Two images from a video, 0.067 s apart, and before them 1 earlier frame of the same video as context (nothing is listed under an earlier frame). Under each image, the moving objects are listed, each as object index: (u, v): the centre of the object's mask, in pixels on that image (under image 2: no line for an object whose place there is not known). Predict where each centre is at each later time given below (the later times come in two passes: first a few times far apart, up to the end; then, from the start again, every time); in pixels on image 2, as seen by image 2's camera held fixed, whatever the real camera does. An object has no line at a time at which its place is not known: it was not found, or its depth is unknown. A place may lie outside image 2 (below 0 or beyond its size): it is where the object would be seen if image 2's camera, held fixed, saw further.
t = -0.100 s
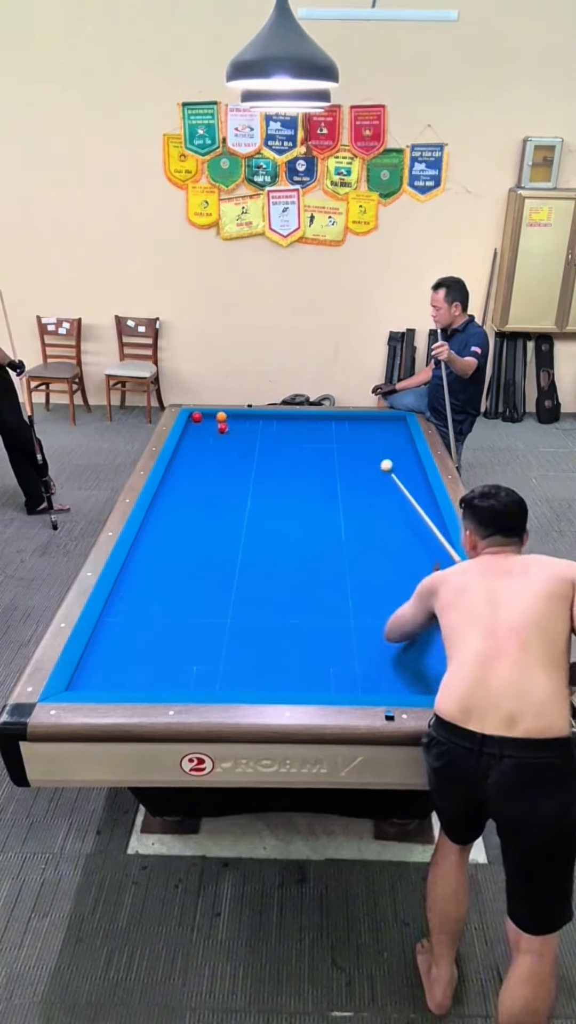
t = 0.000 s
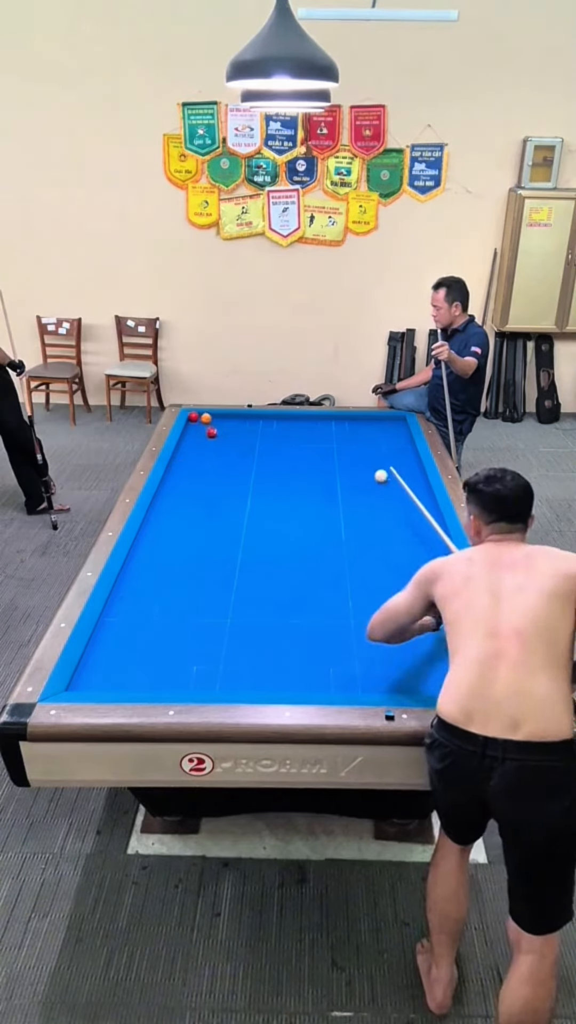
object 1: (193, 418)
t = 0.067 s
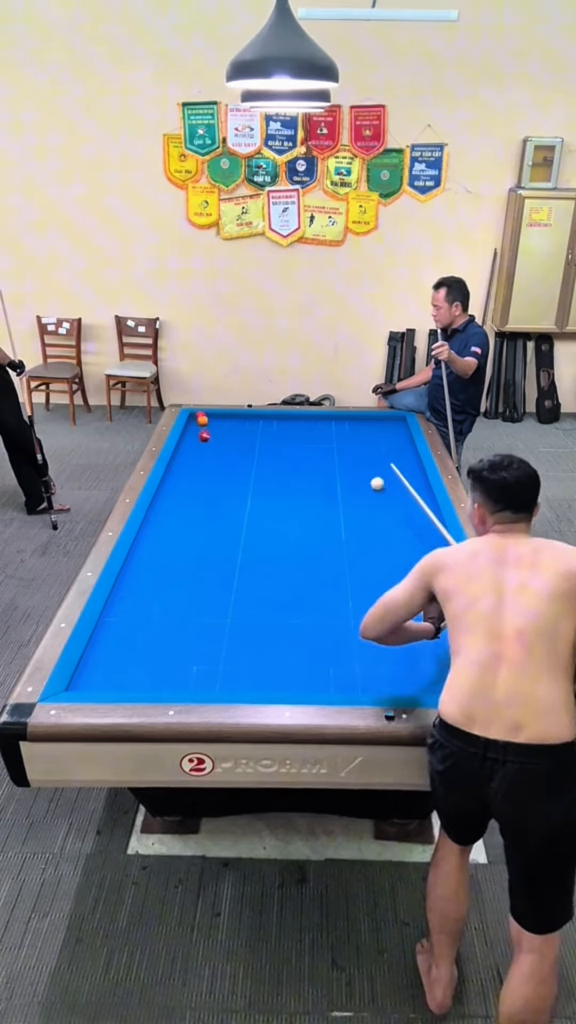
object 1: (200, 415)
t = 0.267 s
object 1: (217, 417)
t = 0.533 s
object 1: (236, 418)
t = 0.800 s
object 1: (255, 420)
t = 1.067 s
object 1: (274, 422)
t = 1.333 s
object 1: (293, 423)
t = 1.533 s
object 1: (306, 423)
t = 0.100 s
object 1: (205, 415)
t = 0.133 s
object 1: (207, 416)
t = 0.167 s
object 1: (209, 416)
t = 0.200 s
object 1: (212, 417)
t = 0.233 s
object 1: (214, 417)
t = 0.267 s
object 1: (217, 417)
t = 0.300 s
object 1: (219, 417)
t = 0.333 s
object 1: (222, 417)
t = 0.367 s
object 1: (224, 418)
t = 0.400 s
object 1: (227, 418)
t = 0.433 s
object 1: (229, 418)
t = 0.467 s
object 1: (232, 418)
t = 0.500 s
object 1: (234, 418)
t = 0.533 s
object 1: (236, 418)
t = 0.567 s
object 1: (239, 419)
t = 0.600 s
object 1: (241, 419)
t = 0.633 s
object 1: (244, 420)
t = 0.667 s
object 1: (246, 420)
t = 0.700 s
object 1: (249, 420)
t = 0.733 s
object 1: (251, 420)
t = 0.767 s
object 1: (254, 420)
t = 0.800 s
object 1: (255, 420)
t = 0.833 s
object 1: (258, 421)
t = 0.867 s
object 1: (260, 421)
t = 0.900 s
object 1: (263, 421)
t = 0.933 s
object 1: (265, 421)
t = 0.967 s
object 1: (267, 421)
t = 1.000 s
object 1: (270, 421)
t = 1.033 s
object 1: (272, 422)
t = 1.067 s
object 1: (274, 422)
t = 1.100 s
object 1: (276, 421)
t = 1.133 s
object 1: (279, 422)
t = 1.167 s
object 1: (281, 422)
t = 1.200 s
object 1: (284, 422)
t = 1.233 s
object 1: (286, 422)
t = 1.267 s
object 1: (288, 422)
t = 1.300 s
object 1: (290, 423)
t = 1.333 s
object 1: (293, 423)
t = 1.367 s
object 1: (295, 423)
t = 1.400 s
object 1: (297, 423)
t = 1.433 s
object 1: (299, 423)
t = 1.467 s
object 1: (302, 423)
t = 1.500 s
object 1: (304, 423)
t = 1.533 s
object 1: (306, 423)
